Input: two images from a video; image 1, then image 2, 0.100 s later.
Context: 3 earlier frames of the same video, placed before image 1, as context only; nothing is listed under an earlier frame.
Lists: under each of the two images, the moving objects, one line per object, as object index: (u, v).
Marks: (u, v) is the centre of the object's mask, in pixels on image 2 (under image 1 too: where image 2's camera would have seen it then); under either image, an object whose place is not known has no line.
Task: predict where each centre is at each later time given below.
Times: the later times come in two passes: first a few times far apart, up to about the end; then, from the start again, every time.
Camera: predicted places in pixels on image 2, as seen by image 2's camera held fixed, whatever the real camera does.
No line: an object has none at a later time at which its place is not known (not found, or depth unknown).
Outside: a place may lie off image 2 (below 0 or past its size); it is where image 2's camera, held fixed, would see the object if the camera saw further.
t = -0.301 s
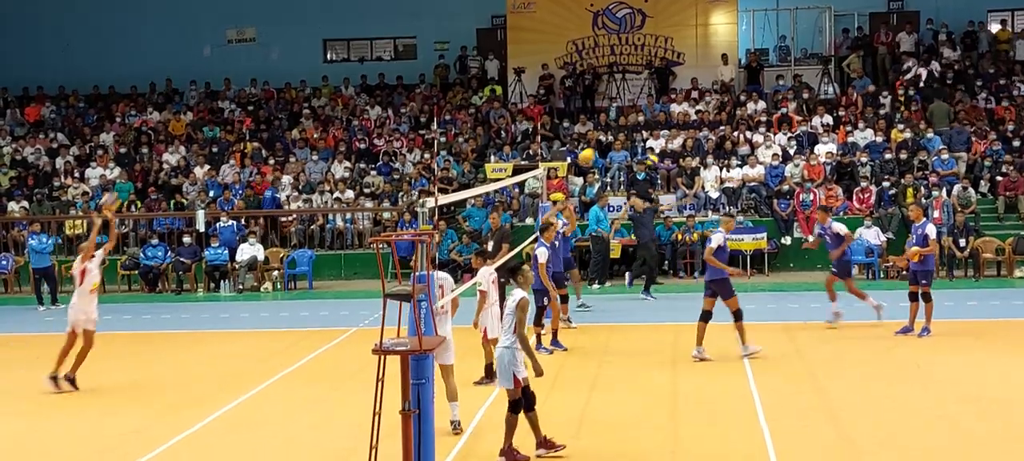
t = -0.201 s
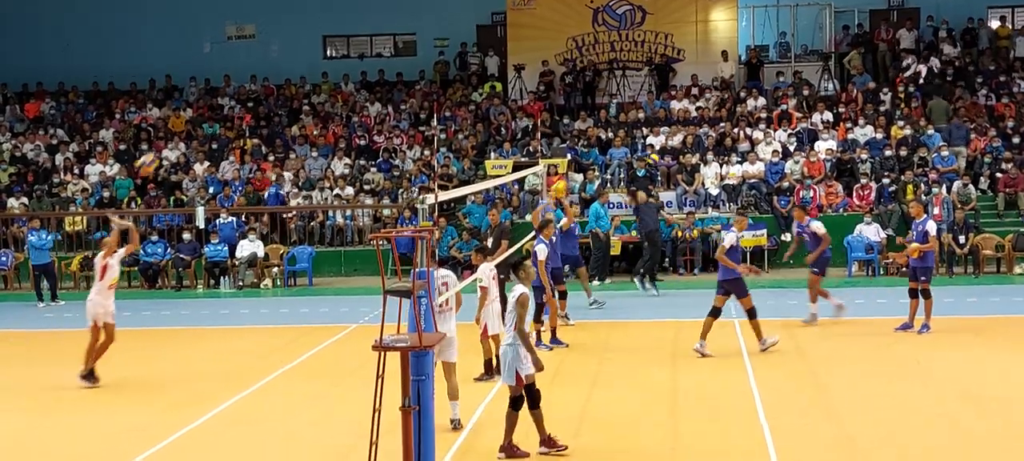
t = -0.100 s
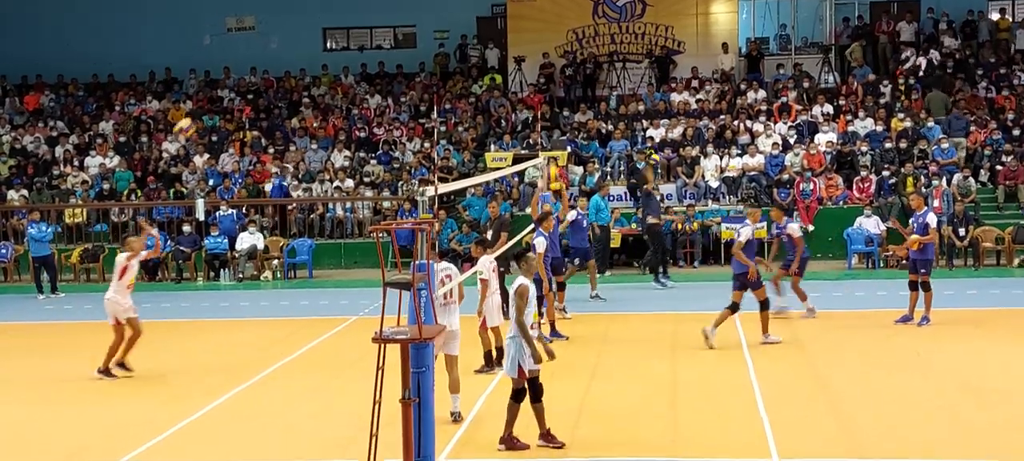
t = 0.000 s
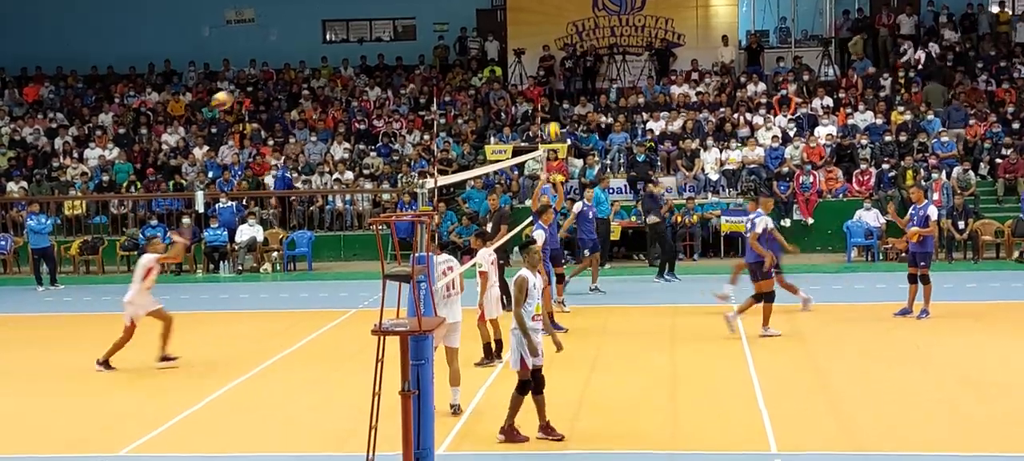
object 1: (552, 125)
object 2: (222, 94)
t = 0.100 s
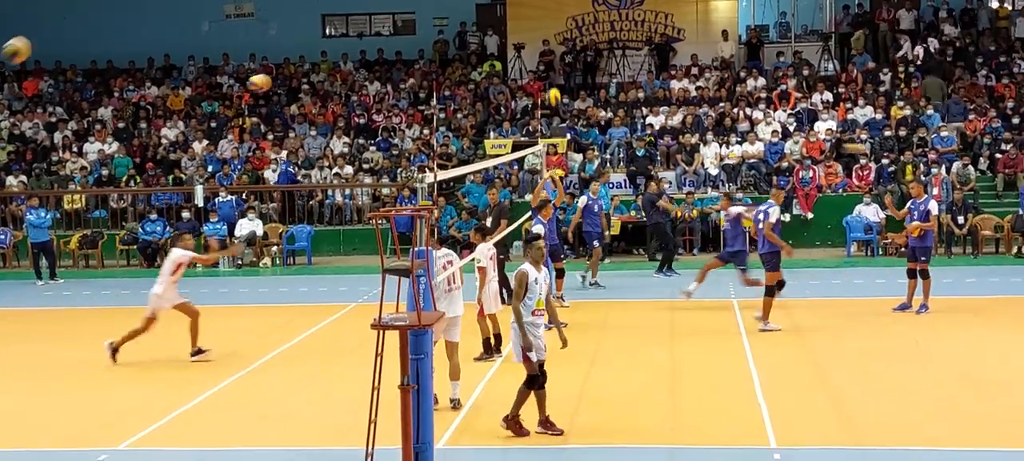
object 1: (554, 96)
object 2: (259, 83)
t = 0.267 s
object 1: (556, 63)
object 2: (322, 81)
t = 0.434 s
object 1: (557, 48)
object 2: (384, 102)
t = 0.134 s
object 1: (554, 88)
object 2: (272, 81)
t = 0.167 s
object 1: (555, 81)
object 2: (284, 79)
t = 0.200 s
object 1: (555, 74)
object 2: (297, 78)
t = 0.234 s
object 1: (555, 68)
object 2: (310, 79)
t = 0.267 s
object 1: (556, 63)
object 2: (322, 81)
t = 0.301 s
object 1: (555, 59)
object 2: (335, 83)
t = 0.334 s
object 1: (556, 55)
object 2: (347, 86)
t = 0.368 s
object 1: (557, 51)
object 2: (358, 90)
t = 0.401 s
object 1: (557, 50)
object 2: (371, 96)
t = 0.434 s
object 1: (557, 48)
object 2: (384, 102)
